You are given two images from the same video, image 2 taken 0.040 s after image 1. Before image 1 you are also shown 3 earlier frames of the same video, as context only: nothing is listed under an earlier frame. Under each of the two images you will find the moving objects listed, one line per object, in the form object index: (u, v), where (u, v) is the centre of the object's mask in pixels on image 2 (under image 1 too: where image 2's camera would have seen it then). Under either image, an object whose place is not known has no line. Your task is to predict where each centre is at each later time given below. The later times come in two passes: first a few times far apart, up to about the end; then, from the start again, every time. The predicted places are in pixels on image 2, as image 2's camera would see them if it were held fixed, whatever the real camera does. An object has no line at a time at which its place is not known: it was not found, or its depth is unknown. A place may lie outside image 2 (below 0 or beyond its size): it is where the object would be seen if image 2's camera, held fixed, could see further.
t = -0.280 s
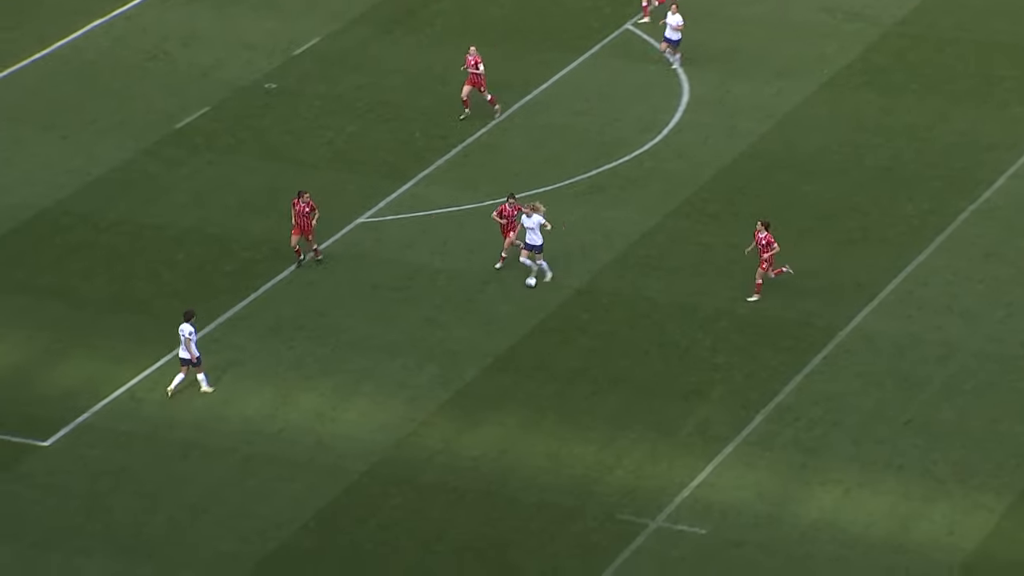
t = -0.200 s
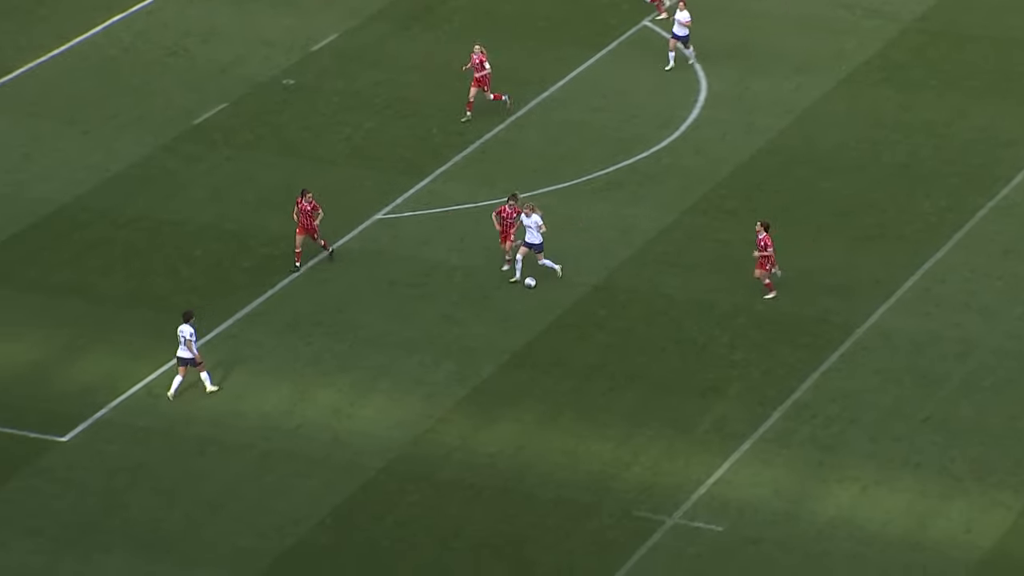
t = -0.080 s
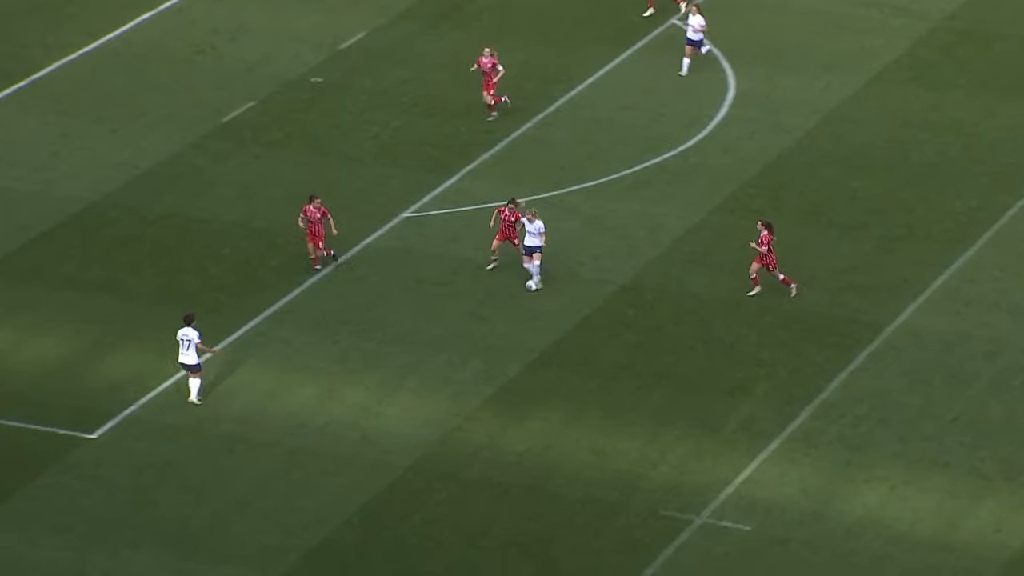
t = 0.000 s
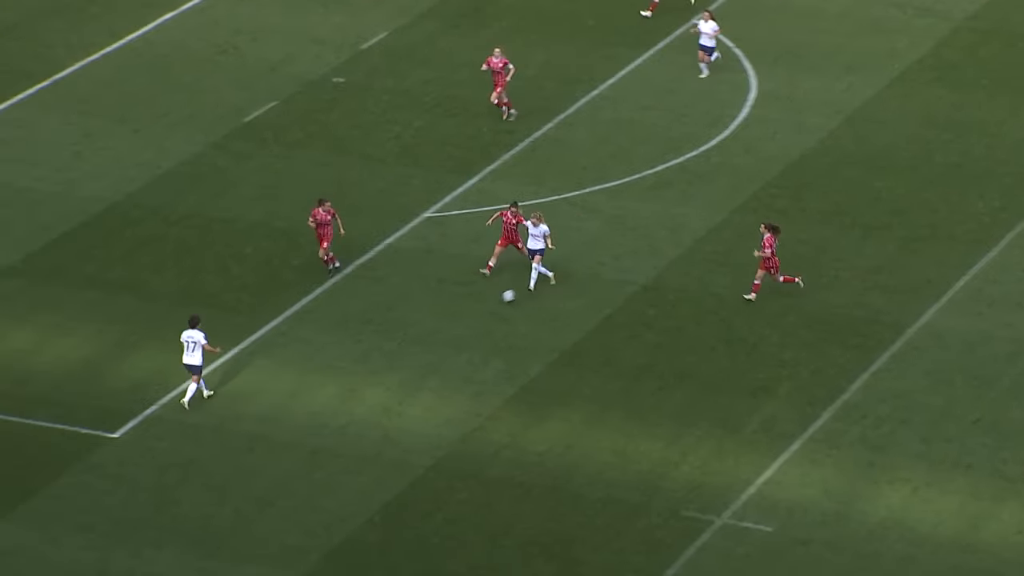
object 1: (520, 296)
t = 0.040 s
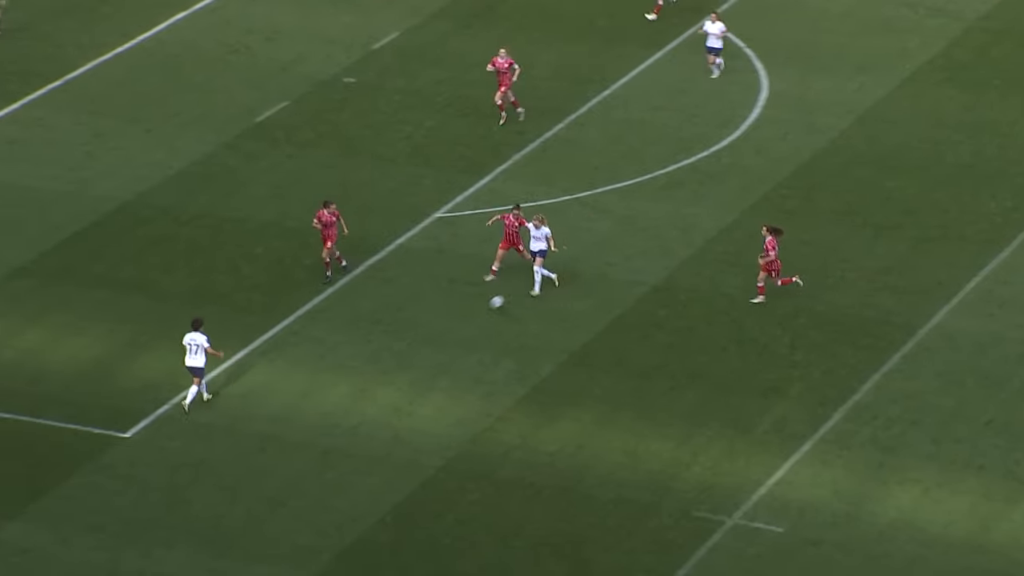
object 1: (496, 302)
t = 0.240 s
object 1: (385, 333)
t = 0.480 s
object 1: (261, 368)
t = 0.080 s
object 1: (474, 309)
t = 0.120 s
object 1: (451, 317)
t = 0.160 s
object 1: (428, 325)
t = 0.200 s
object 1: (406, 329)
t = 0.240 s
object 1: (385, 333)
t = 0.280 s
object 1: (364, 339)
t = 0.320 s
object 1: (342, 345)
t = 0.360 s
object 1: (321, 353)
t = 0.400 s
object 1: (301, 359)
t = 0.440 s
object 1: (281, 363)
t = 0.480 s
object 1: (261, 368)
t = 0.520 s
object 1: (241, 374)
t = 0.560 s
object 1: (222, 380)
